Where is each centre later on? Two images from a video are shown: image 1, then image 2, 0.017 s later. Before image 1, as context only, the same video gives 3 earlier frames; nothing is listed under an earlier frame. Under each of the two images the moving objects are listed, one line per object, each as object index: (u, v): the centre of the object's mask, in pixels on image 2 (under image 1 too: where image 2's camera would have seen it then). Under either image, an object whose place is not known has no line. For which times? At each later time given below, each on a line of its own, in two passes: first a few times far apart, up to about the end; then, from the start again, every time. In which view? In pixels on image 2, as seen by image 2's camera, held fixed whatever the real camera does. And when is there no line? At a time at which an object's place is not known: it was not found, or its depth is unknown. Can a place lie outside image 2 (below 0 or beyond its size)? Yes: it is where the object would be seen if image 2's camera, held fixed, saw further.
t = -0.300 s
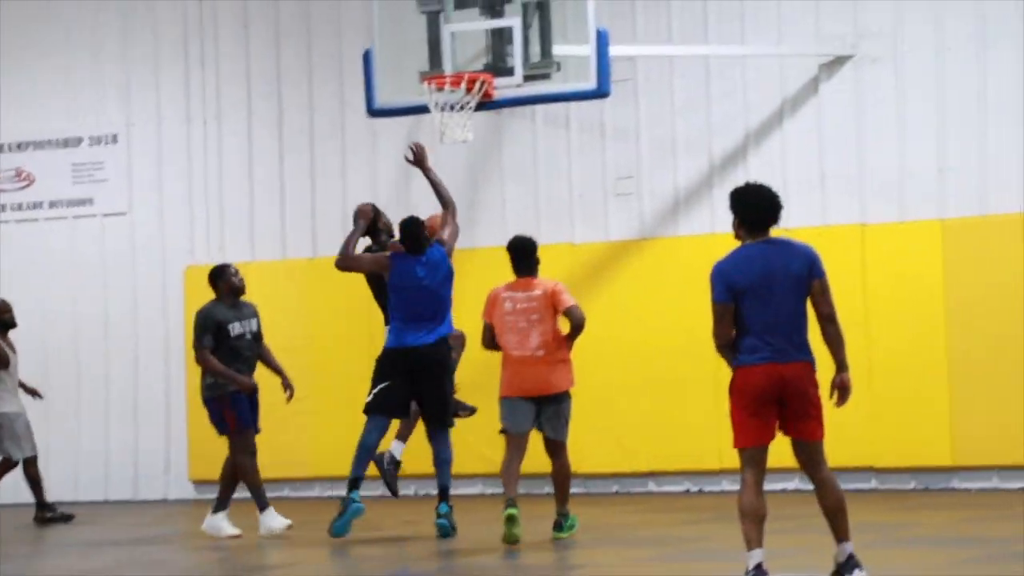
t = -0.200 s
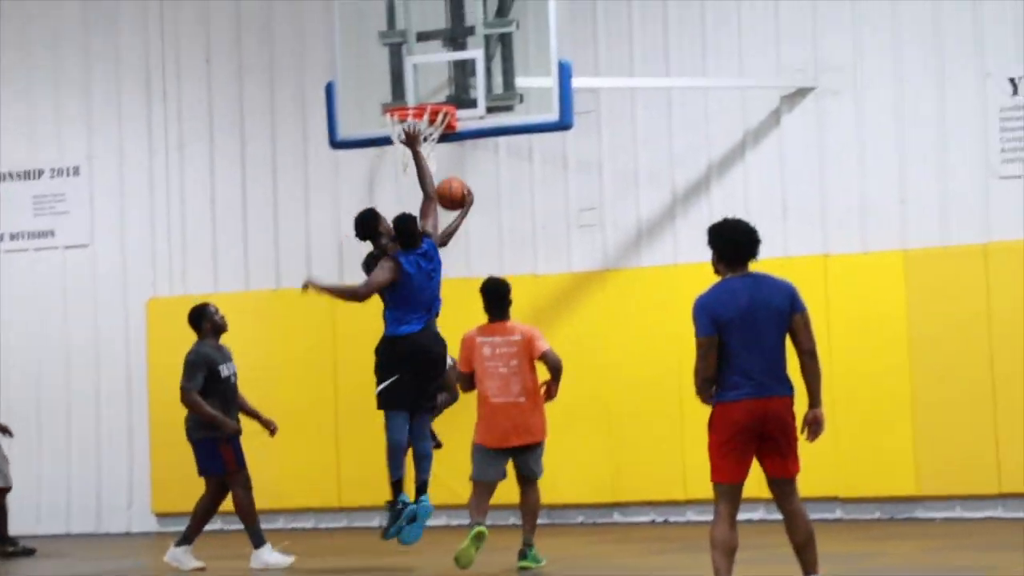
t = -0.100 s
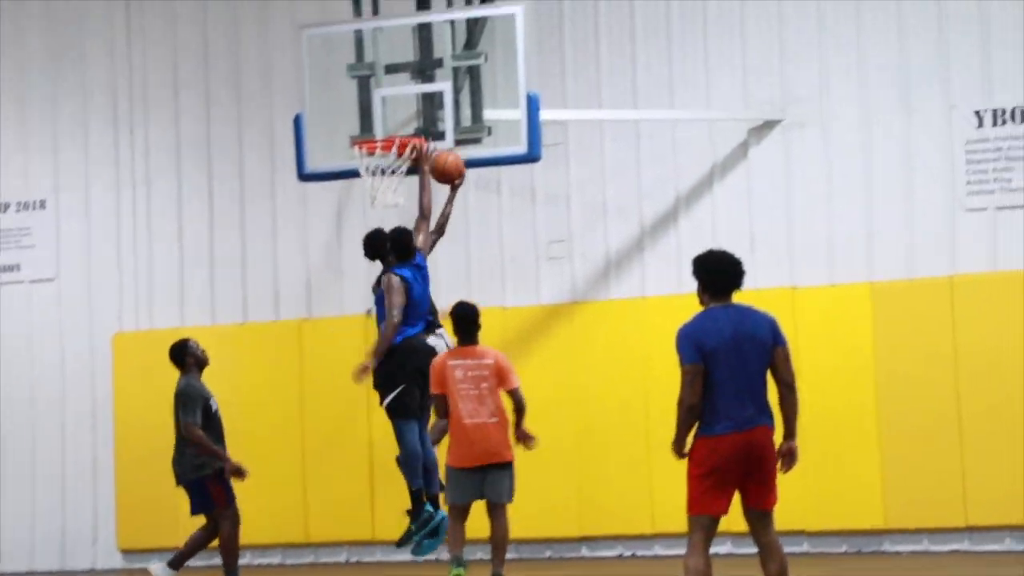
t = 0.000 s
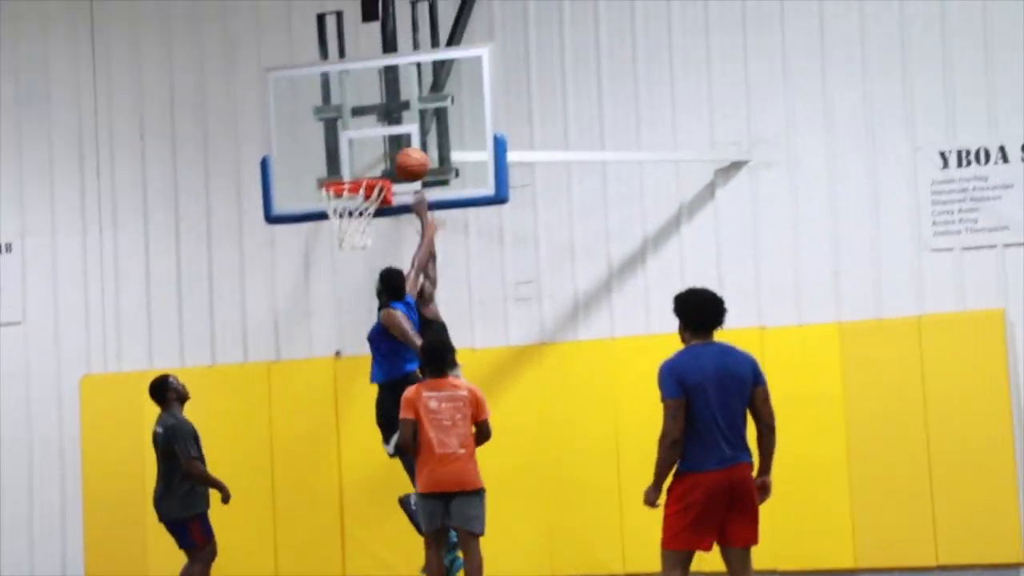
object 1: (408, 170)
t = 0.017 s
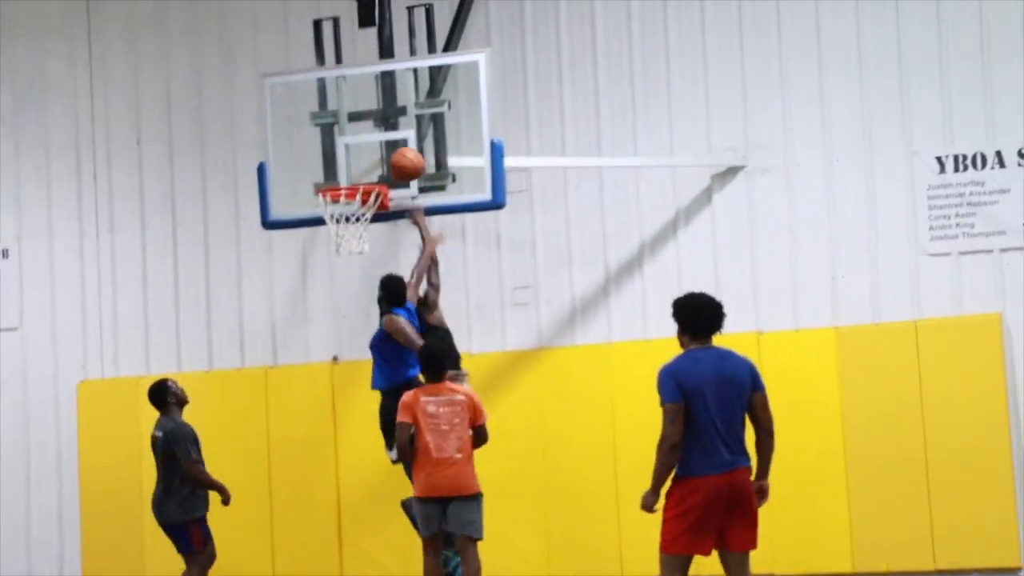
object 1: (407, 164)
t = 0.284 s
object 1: (367, 135)
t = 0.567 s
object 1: (361, 203)
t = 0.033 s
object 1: (405, 158)
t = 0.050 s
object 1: (403, 154)
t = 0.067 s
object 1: (401, 149)
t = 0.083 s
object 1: (400, 144)
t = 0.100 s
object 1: (399, 141)
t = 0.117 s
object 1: (397, 137)
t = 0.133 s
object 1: (394, 136)
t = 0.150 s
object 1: (390, 134)
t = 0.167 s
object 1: (388, 133)
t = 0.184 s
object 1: (385, 132)
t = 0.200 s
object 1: (382, 131)
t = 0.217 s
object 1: (379, 131)
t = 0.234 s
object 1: (376, 132)
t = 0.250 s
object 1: (373, 132)
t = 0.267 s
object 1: (370, 133)
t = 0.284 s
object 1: (367, 135)
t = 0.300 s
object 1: (364, 137)
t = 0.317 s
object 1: (361, 140)
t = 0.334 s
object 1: (359, 142)
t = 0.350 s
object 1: (356, 145)
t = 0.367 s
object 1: (353, 148)
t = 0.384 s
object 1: (350, 152)
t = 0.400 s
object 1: (347, 157)
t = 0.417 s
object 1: (344, 162)
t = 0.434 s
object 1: (341, 167)
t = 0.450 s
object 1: (339, 171)
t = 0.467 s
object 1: (336, 175)
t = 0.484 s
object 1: (334, 178)
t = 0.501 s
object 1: (339, 183)
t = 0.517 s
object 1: (345, 189)
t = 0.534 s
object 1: (350, 190)
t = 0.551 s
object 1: (357, 198)
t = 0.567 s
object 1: (361, 203)
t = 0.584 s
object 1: (367, 206)
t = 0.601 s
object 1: (373, 208)
